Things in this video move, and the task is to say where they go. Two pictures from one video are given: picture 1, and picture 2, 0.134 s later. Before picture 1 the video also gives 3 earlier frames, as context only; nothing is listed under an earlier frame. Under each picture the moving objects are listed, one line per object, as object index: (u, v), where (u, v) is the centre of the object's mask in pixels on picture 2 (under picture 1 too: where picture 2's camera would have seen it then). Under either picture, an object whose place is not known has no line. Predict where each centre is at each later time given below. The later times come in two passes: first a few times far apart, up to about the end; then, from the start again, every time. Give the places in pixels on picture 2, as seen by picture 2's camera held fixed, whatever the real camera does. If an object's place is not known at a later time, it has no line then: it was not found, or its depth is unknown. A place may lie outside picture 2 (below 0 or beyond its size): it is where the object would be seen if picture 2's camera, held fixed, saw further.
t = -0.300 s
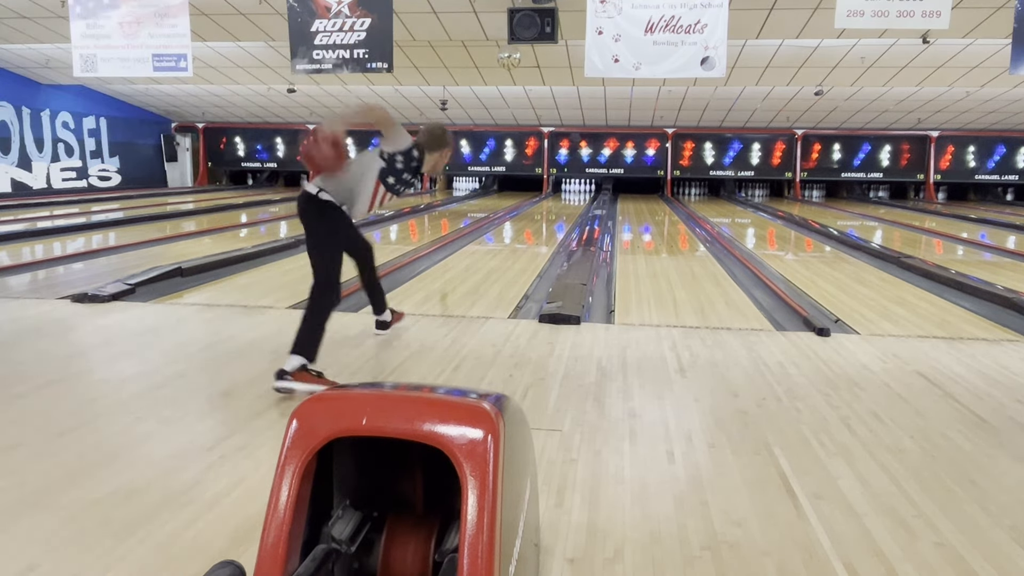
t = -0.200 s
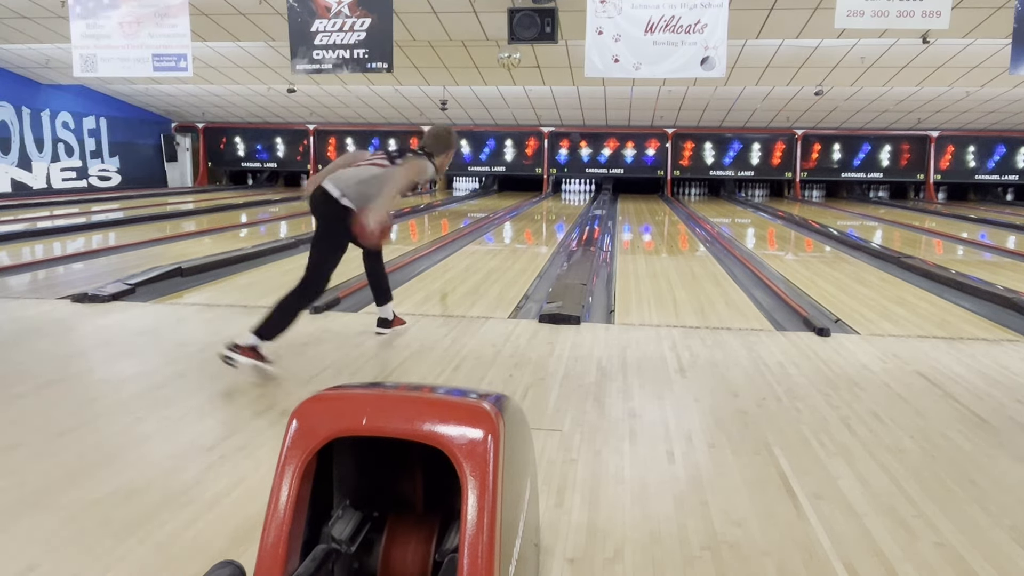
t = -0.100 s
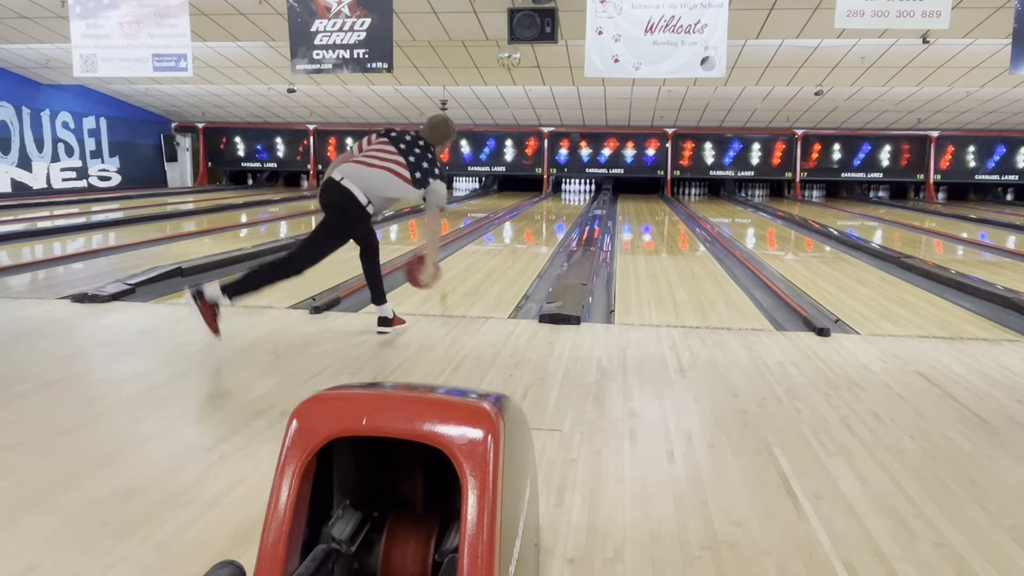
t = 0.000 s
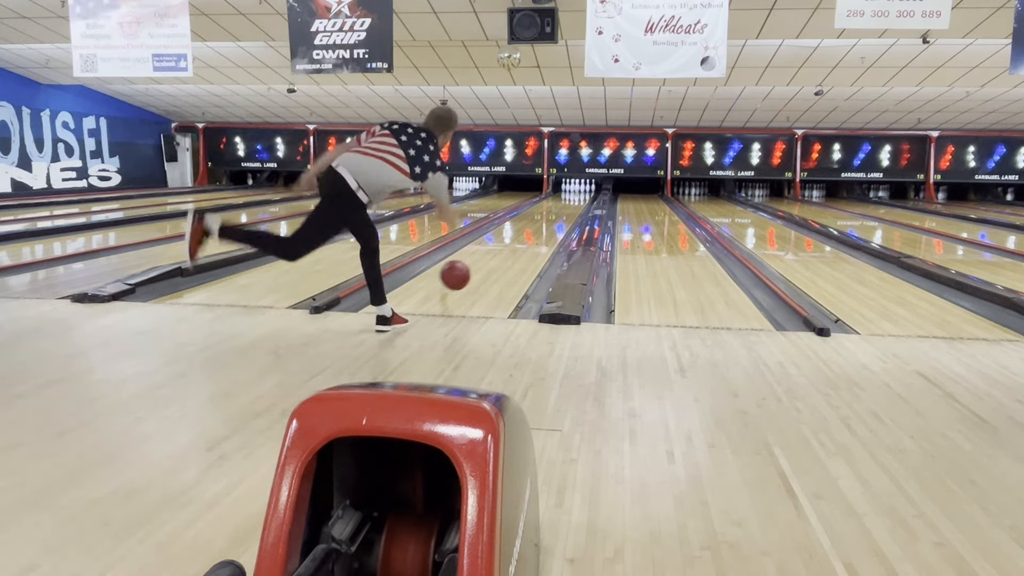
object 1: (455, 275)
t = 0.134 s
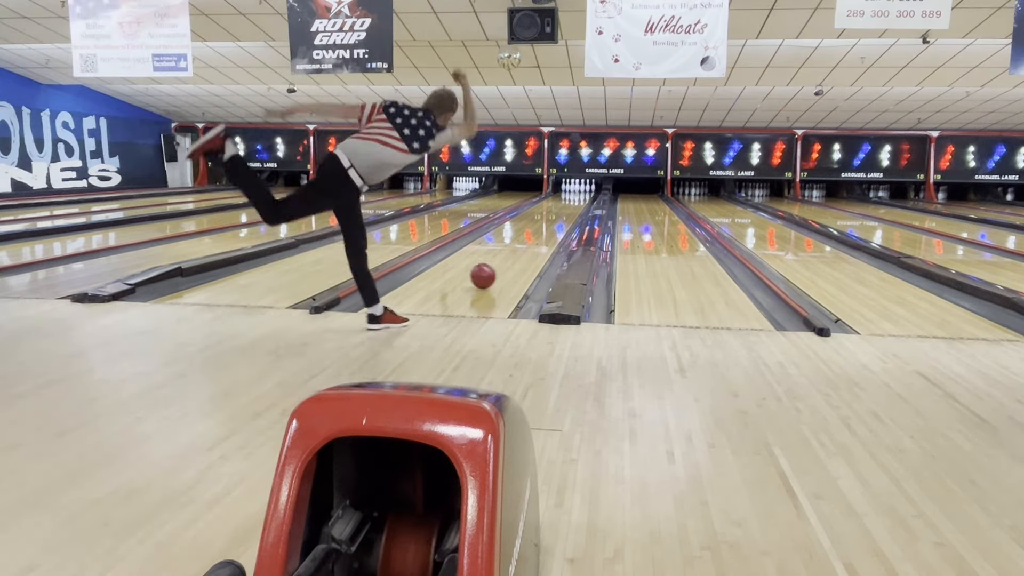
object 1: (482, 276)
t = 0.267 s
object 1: (503, 260)
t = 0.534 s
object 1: (530, 238)
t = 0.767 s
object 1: (545, 225)
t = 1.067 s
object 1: (558, 214)
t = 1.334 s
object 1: (566, 206)
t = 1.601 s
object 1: (573, 201)
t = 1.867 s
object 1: (575, 198)
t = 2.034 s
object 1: (576, 196)
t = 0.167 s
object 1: (488, 271)
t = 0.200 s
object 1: (493, 267)
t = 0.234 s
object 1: (498, 264)
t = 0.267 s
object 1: (503, 260)
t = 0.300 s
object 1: (507, 257)
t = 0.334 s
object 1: (511, 254)
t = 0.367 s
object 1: (514, 251)
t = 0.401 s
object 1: (518, 248)
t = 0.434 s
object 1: (521, 245)
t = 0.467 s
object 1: (524, 242)
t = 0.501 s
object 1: (527, 240)
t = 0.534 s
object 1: (530, 238)
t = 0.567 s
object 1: (532, 236)
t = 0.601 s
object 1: (534, 233)
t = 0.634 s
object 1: (537, 231)
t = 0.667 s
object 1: (539, 230)
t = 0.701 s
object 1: (541, 228)
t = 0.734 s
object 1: (543, 226)
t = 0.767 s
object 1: (545, 225)
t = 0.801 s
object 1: (546, 223)
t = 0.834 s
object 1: (548, 222)
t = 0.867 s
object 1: (549, 220)
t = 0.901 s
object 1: (551, 219)
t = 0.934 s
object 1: (552, 218)
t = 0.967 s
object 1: (554, 217)
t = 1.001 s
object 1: (555, 216)
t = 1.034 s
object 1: (556, 215)
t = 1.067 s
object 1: (558, 214)
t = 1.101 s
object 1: (559, 213)
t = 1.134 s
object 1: (560, 212)
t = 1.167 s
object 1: (561, 210)
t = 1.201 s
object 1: (562, 210)
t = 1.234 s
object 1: (563, 208)
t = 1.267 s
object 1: (564, 208)
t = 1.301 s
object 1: (565, 207)
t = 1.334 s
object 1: (566, 206)
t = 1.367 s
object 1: (567, 206)
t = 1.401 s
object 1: (567, 205)
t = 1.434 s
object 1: (568, 204)
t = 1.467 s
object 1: (569, 203)
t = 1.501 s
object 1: (569, 203)
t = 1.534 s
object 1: (571, 203)
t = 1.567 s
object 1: (572, 202)
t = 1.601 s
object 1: (573, 201)
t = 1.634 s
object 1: (574, 200)
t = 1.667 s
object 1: (574, 199)
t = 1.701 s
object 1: (574, 199)
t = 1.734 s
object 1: (574, 198)
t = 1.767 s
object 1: (575, 198)
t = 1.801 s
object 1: (575, 198)
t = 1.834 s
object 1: (575, 198)
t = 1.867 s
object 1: (575, 198)
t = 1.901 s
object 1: (576, 197)
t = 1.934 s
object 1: (576, 197)
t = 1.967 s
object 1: (576, 196)
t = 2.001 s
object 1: (576, 196)
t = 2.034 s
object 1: (576, 196)
